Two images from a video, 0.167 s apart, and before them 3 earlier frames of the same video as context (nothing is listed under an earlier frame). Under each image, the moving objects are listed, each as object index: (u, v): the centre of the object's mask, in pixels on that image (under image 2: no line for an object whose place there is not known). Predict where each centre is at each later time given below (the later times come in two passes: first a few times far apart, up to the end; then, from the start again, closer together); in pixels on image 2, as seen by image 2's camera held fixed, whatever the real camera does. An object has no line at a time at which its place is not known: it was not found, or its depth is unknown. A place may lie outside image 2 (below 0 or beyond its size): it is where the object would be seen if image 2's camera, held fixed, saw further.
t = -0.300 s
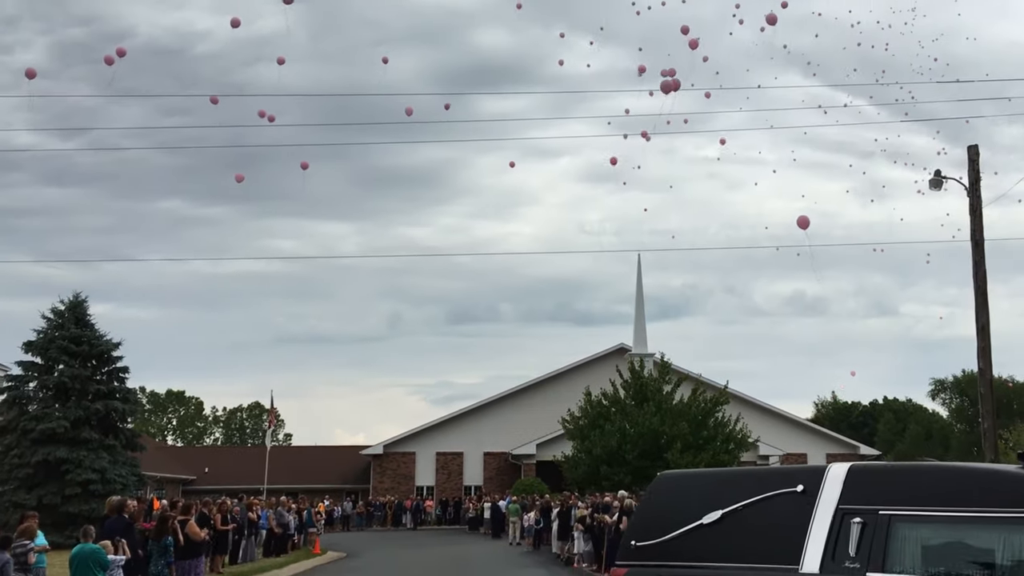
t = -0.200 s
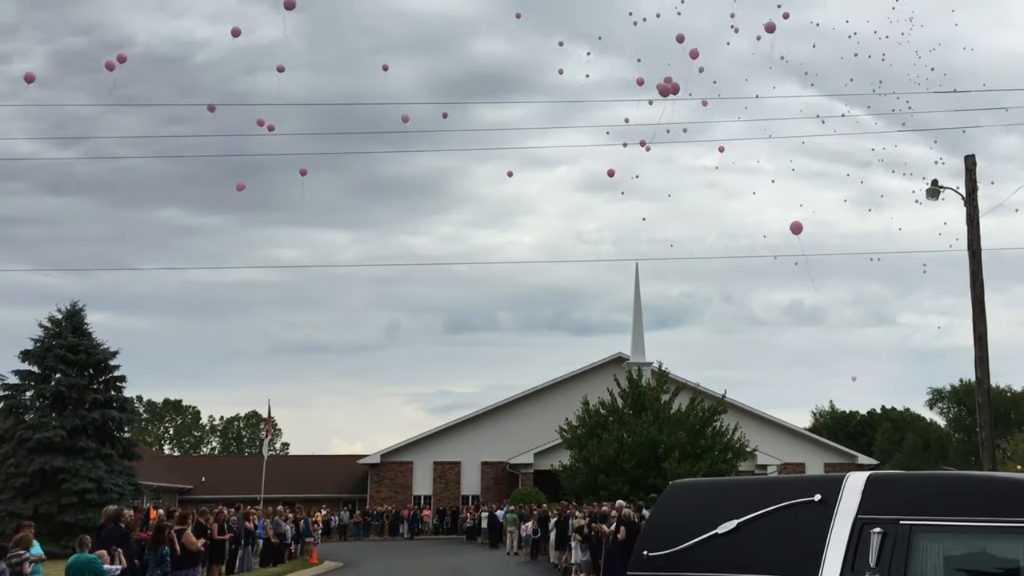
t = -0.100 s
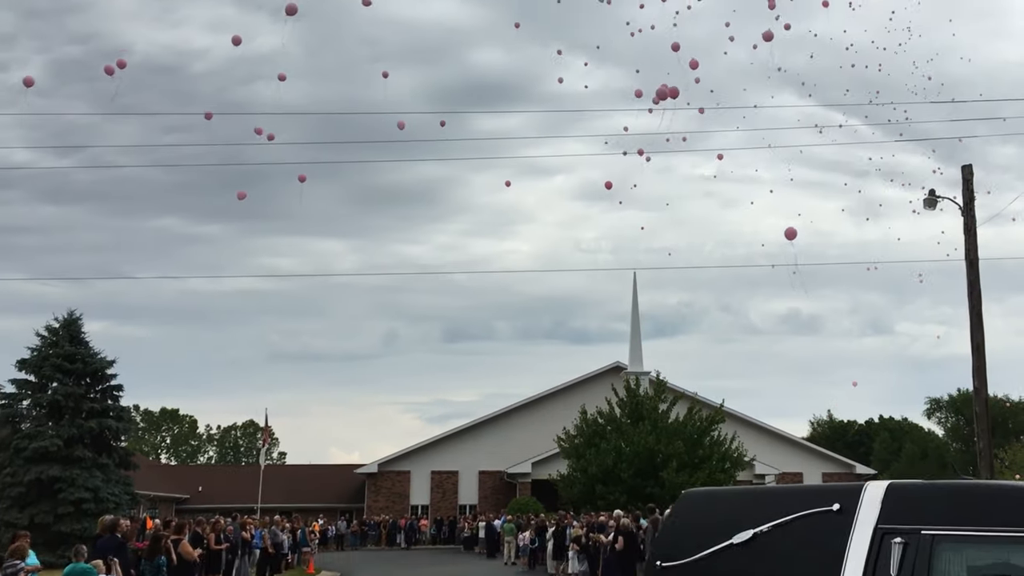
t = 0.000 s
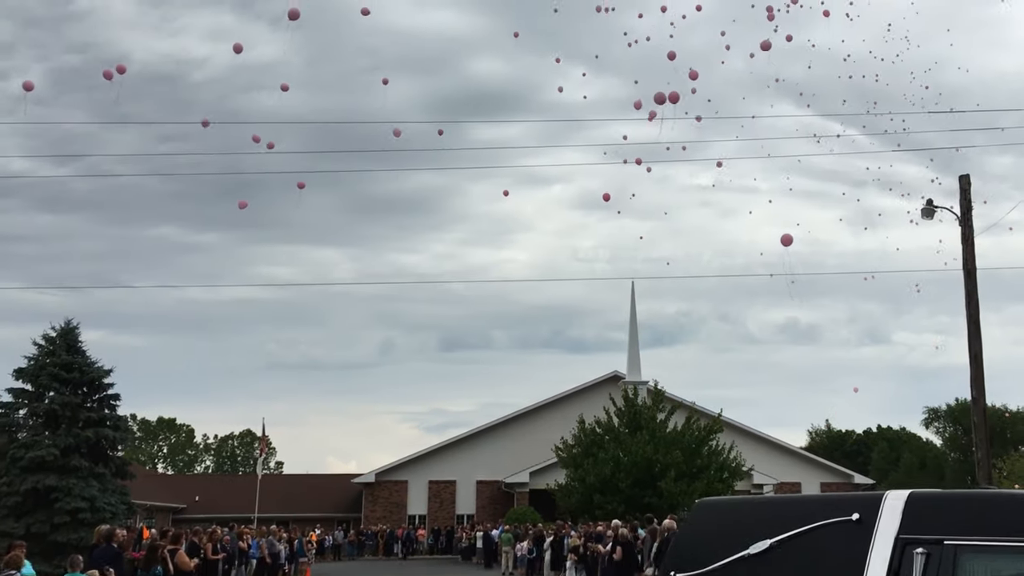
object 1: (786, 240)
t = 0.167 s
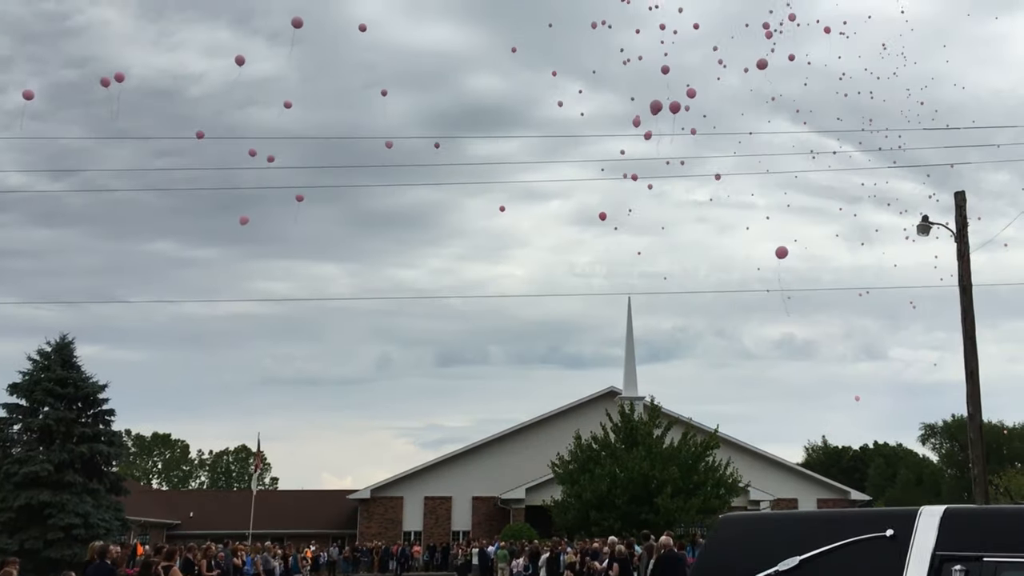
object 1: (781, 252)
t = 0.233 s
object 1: (781, 251)
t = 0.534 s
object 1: (780, 245)
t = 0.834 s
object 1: (776, 232)
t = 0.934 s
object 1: (774, 228)
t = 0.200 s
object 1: (781, 252)
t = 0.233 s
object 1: (781, 251)
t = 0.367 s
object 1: (781, 249)
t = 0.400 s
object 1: (781, 249)
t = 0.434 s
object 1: (780, 248)
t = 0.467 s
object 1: (780, 247)
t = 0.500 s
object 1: (780, 246)
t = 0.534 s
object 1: (780, 245)
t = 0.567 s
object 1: (780, 244)
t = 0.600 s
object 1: (779, 243)
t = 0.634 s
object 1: (779, 241)
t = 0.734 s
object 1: (778, 237)
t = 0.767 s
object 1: (778, 235)
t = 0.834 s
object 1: (776, 232)
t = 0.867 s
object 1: (776, 230)
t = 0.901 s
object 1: (775, 229)
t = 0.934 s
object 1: (774, 228)
